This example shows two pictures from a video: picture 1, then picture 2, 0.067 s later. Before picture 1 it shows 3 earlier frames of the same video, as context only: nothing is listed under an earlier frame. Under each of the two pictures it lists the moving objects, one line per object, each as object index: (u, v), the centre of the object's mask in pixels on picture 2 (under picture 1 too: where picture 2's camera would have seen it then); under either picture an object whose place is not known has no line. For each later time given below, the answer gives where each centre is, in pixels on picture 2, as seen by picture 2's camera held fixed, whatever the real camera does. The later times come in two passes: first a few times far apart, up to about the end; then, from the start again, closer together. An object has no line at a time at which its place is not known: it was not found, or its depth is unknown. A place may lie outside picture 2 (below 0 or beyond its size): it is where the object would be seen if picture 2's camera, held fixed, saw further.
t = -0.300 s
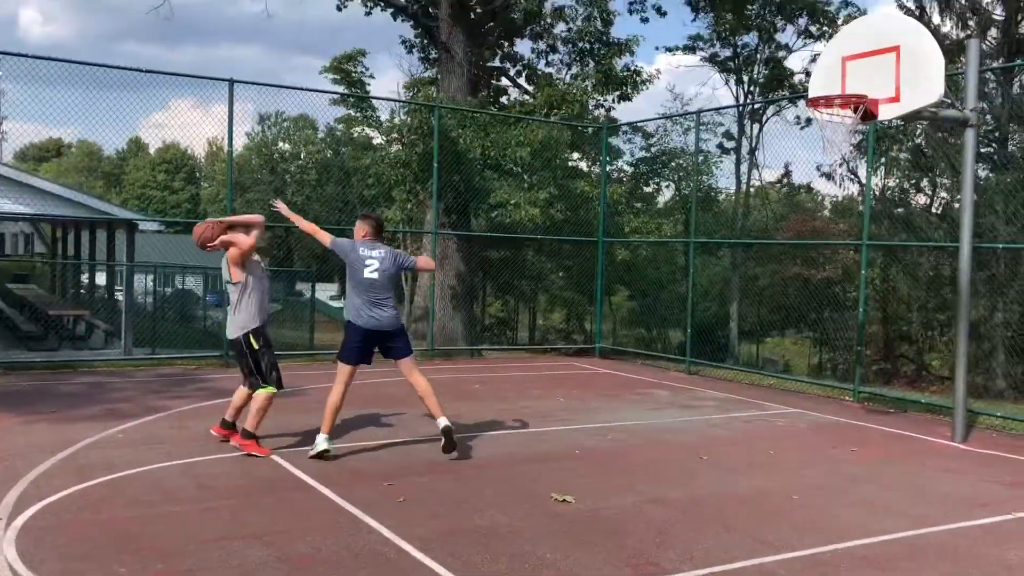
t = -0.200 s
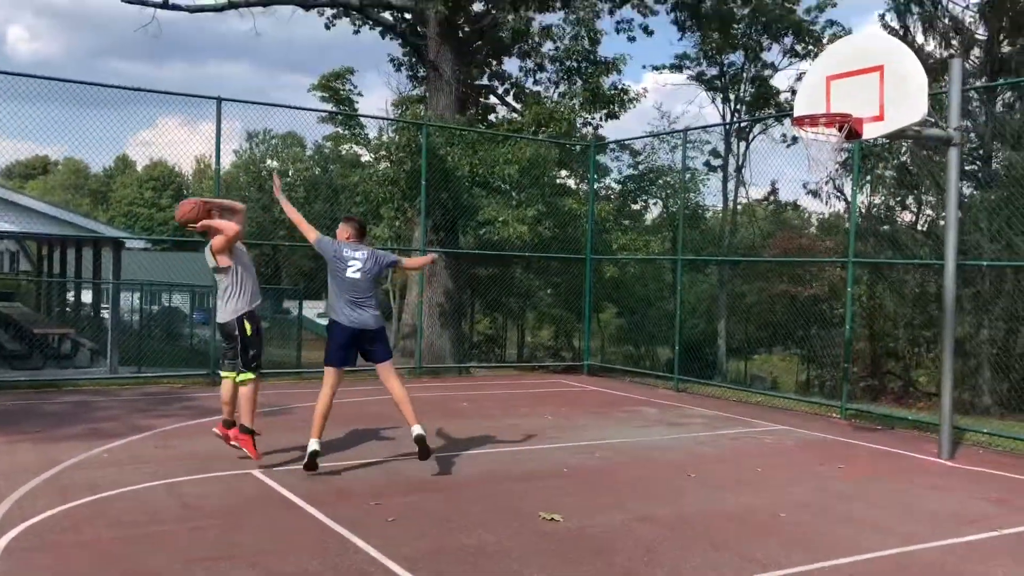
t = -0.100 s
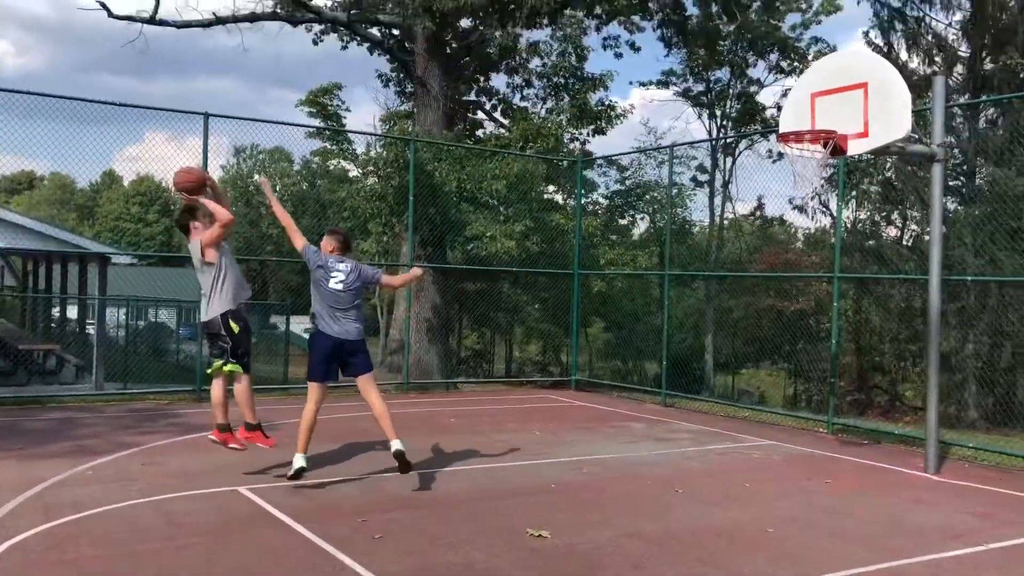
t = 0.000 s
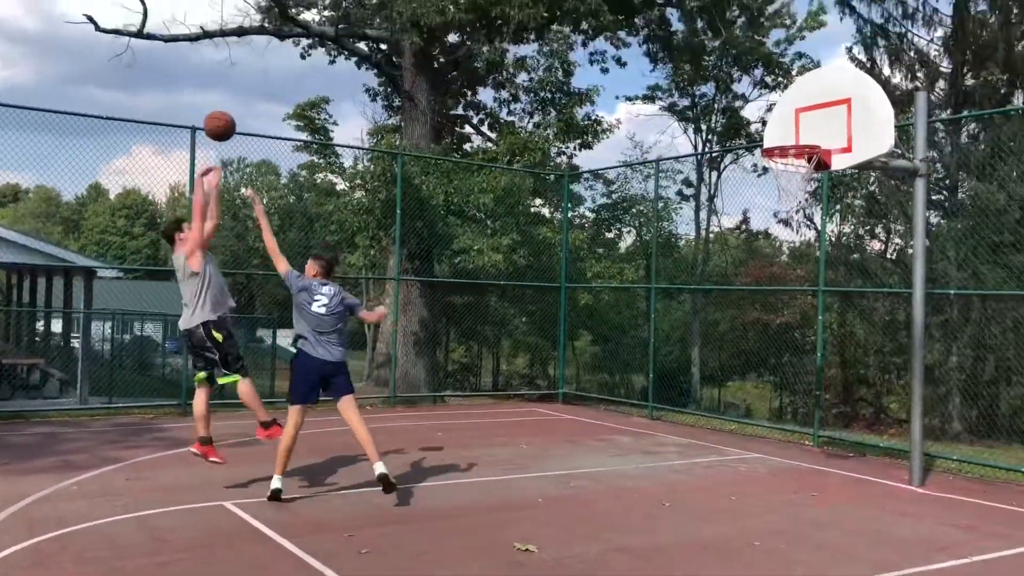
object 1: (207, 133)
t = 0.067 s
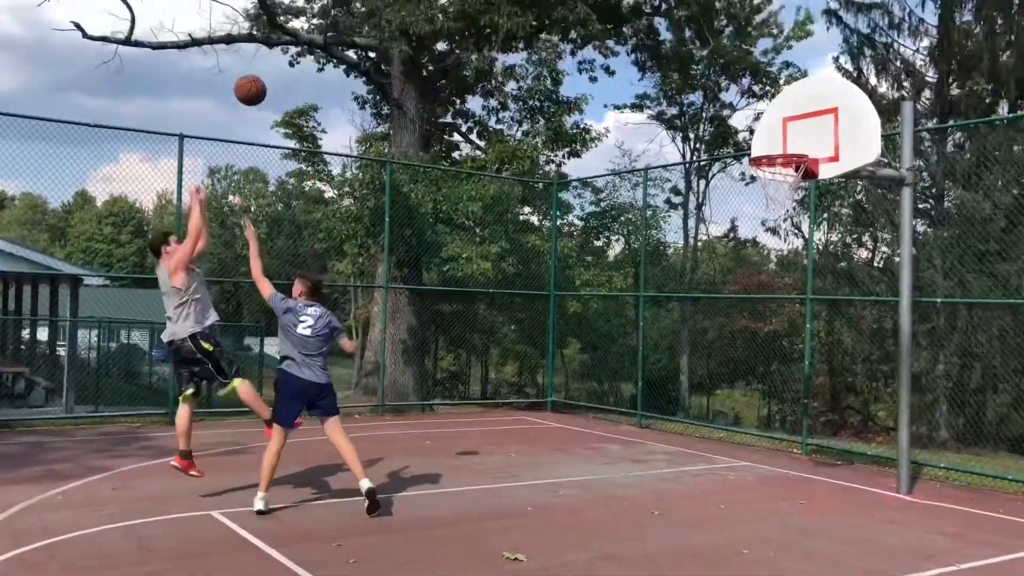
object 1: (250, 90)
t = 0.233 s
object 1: (353, 8)
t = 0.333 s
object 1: (412, -18)
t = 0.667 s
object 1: (597, -39)
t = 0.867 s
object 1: (700, 16)
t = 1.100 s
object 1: (813, 133)
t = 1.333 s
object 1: (841, 76)
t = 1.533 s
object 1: (864, 45)
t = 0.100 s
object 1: (271, 71)
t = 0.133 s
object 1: (292, 53)
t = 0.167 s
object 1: (313, 37)
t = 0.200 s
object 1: (333, 21)
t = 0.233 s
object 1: (353, 8)
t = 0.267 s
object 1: (372, -4)
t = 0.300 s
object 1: (393, -12)
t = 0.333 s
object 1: (412, -18)
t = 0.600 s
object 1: (561, -43)
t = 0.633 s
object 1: (579, -44)
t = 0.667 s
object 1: (597, -39)
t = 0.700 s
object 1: (616, -31)
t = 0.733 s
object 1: (632, -25)
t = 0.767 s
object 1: (650, -15)
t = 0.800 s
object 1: (668, -3)
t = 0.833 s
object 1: (684, 7)
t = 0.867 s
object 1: (700, 16)
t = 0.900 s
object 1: (717, 31)
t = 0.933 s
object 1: (735, 44)
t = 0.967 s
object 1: (750, 62)
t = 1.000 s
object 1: (765, 76)
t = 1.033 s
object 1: (781, 95)
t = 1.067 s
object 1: (797, 114)
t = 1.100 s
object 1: (813, 133)
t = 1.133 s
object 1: (817, 148)
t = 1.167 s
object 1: (820, 134)
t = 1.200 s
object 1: (824, 120)
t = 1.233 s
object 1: (828, 107)
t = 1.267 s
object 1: (832, 96)
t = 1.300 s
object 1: (836, 85)
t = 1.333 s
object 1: (841, 76)
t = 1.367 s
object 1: (845, 68)
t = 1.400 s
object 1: (849, 61)
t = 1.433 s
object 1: (853, 55)
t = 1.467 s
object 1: (858, 50)
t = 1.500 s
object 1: (861, 46)
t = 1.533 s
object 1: (864, 45)
